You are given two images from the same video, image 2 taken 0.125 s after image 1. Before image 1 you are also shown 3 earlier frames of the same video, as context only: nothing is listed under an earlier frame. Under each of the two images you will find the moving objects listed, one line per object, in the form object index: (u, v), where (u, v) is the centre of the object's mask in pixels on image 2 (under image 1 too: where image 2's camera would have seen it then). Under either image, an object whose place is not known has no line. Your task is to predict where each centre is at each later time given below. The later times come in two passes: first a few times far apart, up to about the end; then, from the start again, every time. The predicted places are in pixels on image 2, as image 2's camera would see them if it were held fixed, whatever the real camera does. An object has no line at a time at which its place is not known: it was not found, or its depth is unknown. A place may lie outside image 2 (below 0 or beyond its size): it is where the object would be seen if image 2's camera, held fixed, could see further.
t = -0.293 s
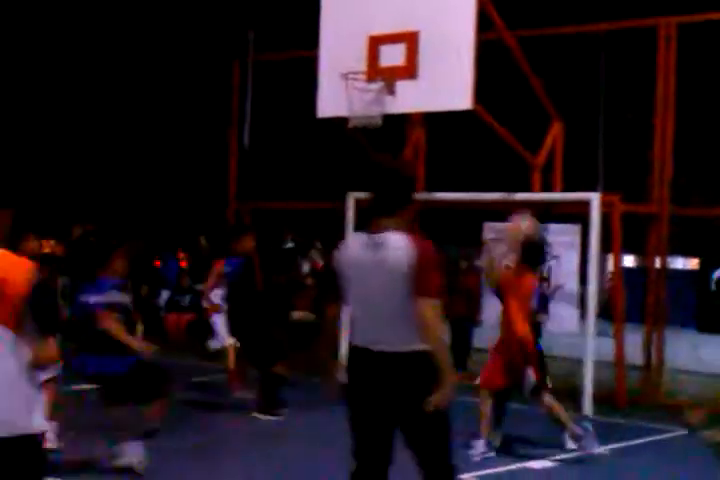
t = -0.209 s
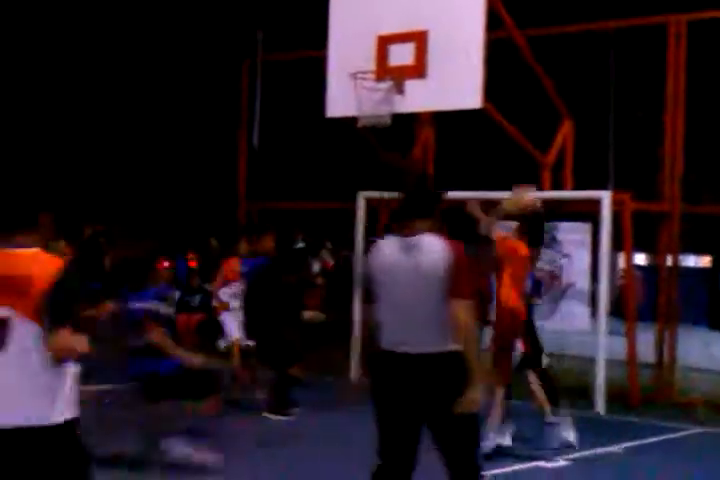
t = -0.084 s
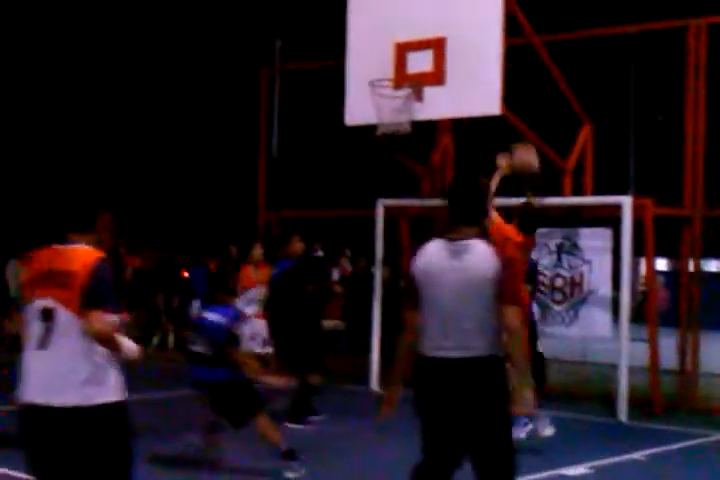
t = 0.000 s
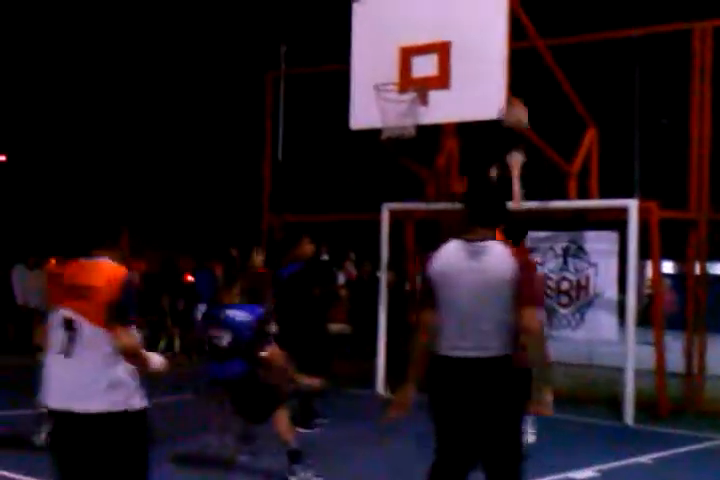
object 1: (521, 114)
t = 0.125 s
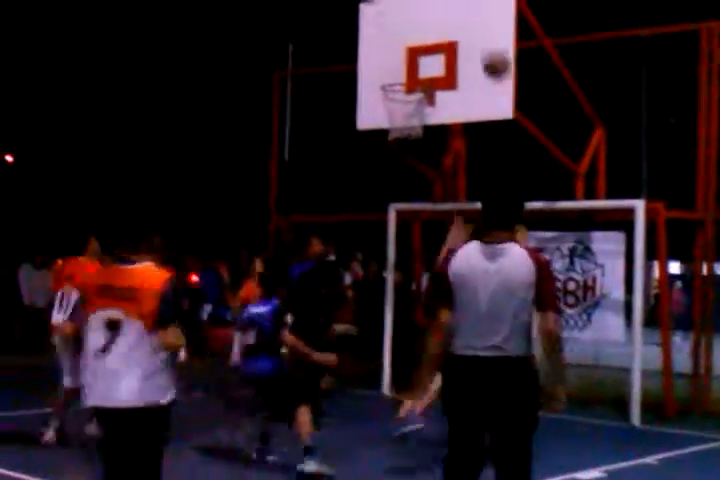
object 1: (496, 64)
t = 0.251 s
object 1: (475, 33)
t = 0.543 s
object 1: (429, 37)
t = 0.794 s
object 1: (396, 88)
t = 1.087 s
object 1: (397, 107)
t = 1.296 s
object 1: (371, 149)
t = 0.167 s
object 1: (489, 50)
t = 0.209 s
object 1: (482, 41)
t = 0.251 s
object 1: (475, 33)
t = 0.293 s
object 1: (469, 27)
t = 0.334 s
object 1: (462, 24)
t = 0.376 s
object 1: (456, 23)
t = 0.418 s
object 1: (449, 23)
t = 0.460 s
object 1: (443, 26)
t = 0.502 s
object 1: (436, 31)
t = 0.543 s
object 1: (429, 37)
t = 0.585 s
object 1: (423, 45)
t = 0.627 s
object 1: (418, 55)
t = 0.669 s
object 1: (411, 68)
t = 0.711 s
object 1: (405, 74)
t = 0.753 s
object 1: (401, 80)
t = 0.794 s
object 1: (396, 88)
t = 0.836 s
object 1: (401, 89)
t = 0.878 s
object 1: (414, 92)
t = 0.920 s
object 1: (421, 94)
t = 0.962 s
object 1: (420, 97)
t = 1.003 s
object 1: (417, 97)
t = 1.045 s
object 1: (404, 102)
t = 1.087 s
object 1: (397, 107)
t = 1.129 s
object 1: (390, 115)
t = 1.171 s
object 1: (386, 120)
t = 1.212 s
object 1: (380, 126)
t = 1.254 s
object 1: (377, 138)
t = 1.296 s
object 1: (371, 149)
